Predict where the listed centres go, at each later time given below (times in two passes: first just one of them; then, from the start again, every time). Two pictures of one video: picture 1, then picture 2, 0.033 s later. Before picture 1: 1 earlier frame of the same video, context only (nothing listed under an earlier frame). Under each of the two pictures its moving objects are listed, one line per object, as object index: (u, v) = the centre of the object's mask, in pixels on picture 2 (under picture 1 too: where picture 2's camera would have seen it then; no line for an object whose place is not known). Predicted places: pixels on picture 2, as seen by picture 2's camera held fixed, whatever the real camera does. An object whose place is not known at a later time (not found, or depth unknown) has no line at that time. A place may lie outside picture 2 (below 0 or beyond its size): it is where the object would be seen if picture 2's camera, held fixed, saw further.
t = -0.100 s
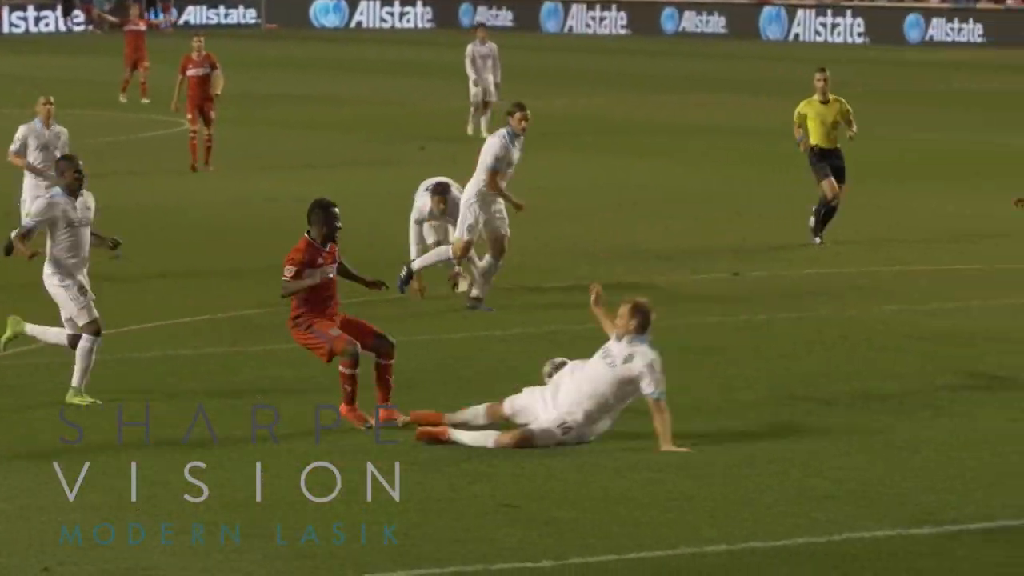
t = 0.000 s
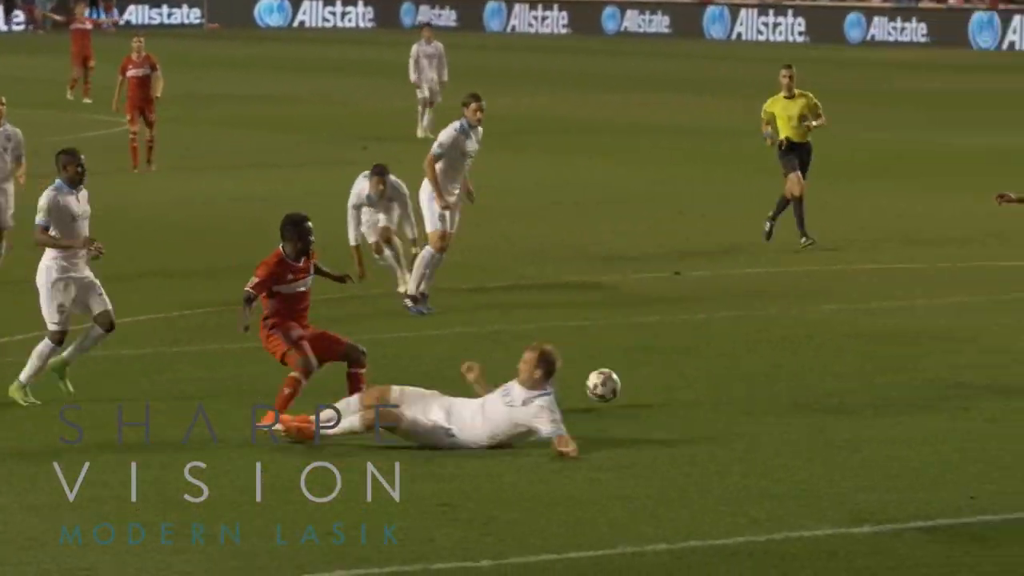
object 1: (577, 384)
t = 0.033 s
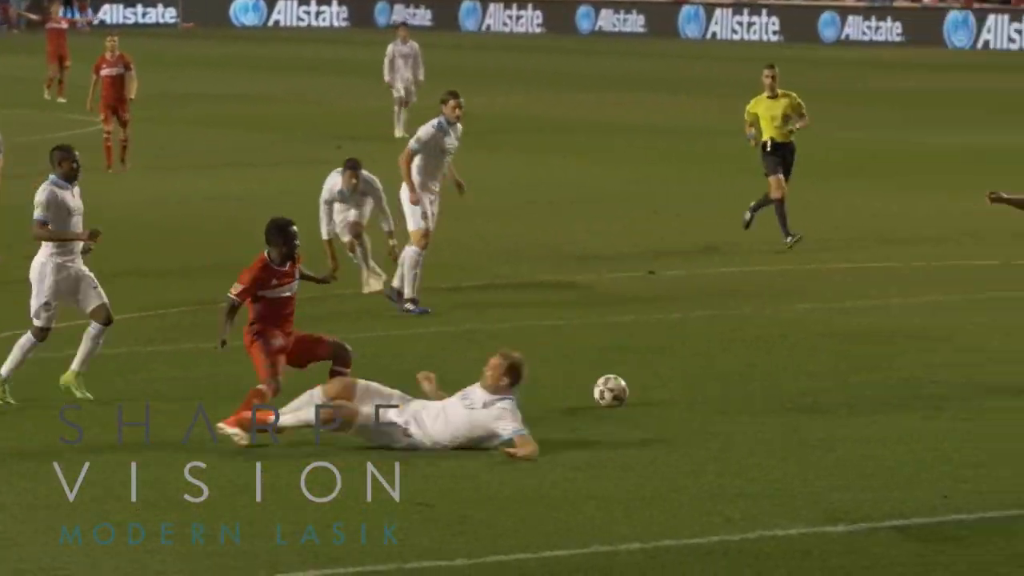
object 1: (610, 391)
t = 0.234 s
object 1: (785, 381)
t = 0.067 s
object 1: (641, 388)
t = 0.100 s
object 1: (670, 383)
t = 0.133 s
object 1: (699, 379)
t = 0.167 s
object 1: (728, 378)
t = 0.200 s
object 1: (757, 378)
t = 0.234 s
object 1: (785, 381)
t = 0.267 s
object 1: (813, 384)
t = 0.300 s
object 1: (842, 383)
